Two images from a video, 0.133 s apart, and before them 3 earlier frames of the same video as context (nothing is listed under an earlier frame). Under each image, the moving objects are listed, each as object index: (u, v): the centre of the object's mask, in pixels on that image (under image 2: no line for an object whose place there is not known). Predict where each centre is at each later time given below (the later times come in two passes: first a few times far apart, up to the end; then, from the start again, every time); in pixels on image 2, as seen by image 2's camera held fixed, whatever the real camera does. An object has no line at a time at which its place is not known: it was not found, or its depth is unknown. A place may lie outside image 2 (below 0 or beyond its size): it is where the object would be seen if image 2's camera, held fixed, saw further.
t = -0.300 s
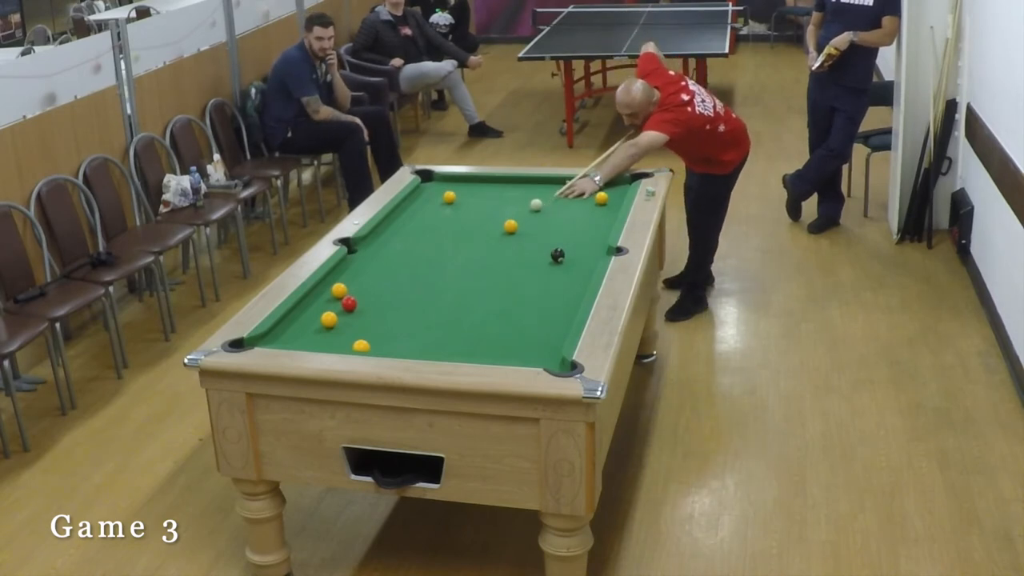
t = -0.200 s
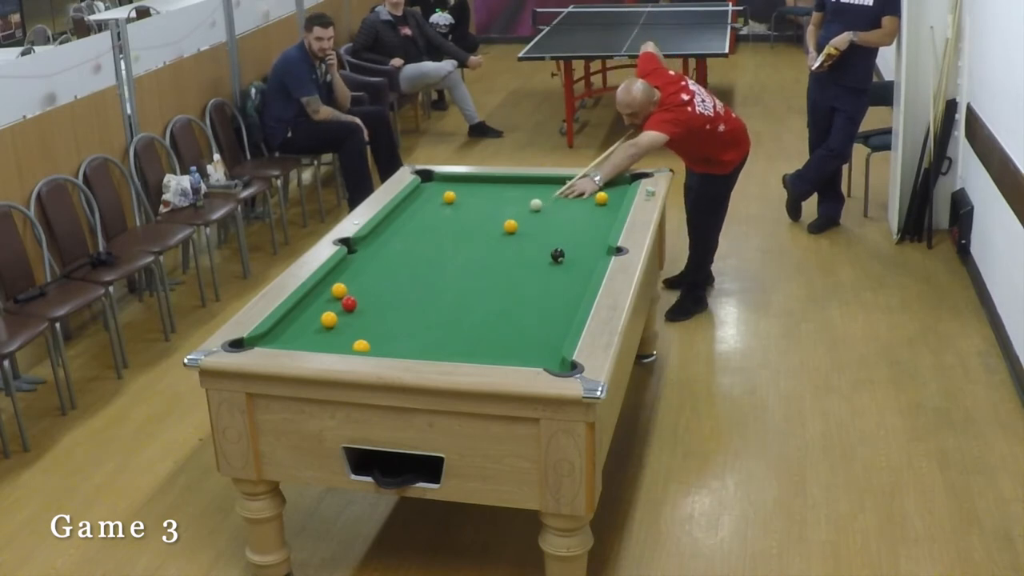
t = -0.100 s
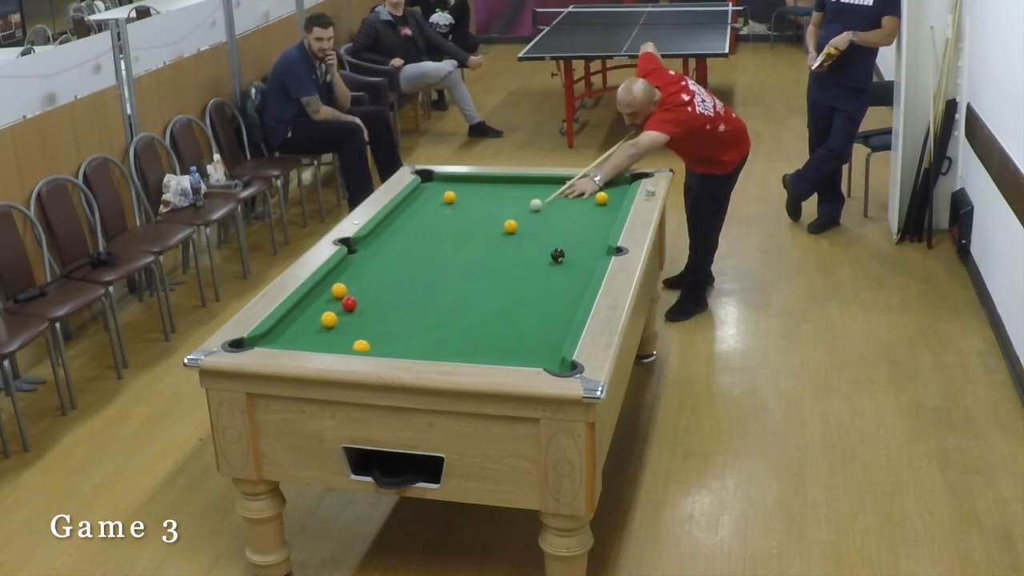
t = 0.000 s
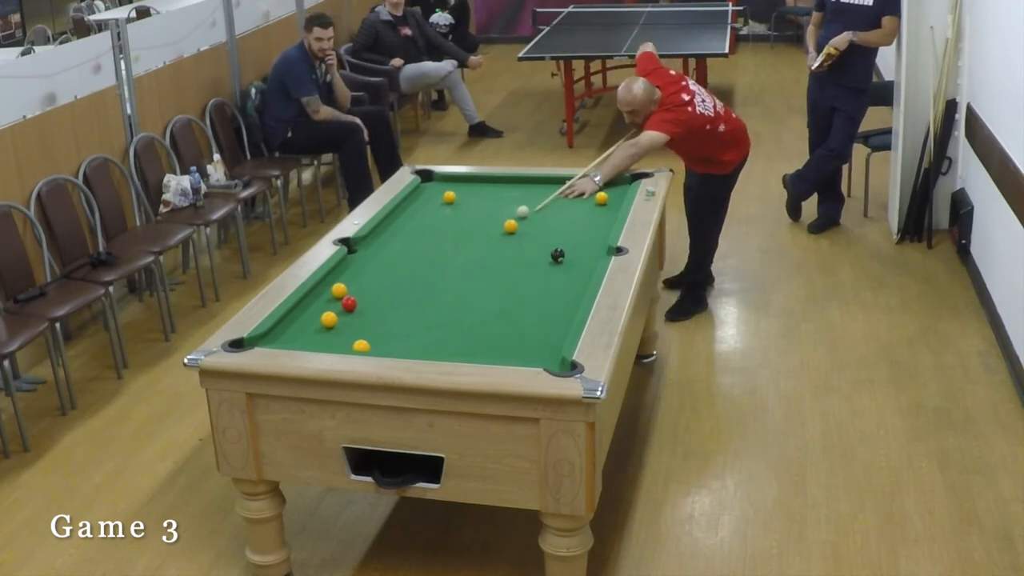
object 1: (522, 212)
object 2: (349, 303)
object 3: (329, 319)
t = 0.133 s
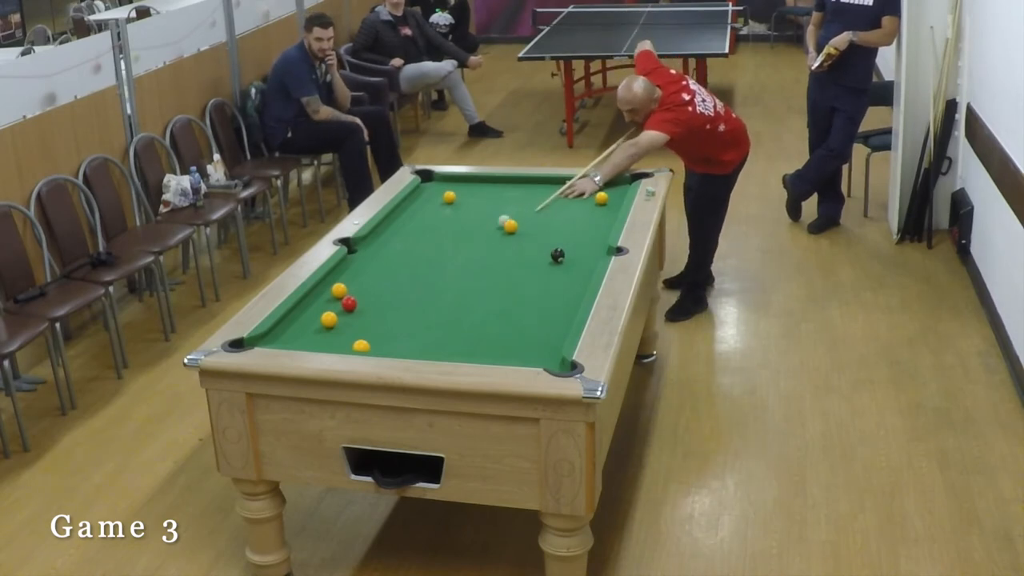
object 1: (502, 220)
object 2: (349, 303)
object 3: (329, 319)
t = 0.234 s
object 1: (493, 227)
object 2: (349, 303)
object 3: (329, 319)
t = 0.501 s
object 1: (463, 243)
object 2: (349, 303)
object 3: (329, 319)
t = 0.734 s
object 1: (437, 256)
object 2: (349, 303)
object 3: (329, 319)
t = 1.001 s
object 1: (405, 273)
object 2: (349, 303)
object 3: (329, 319)
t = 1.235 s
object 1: (377, 287)
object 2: (349, 303)
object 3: (329, 319)
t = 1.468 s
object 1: (354, 298)
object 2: (344, 307)
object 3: (329, 319)
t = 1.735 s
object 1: (340, 302)
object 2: (334, 314)
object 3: (325, 323)
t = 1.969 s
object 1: (329, 303)
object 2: (329, 316)
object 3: (318, 329)
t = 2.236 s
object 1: (319, 306)
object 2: (325, 318)
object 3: (311, 336)
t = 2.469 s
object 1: (312, 308)
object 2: (324, 318)
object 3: (304, 339)
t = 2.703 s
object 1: (307, 310)
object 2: (324, 319)
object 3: (301, 341)
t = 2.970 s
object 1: (302, 311)
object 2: (324, 318)
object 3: (303, 340)
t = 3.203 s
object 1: (299, 312)
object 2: (324, 318)
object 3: (305, 338)
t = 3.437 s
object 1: (298, 312)
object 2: (324, 318)
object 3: (307, 337)
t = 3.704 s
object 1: (298, 312)
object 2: (324, 318)
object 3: (308, 337)
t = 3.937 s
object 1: (298, 312)
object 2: (324, 318)
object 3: (308, 337)
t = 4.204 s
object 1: (298, 312)
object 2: (324, 318)
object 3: (308, 337)
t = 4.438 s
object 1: (298, 312)
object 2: (324, 318)
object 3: (308, 337)
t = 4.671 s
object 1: (298, 312)
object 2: (324, 318)
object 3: (308, 337)
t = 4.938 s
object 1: (298, 312)
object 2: (324, 318)
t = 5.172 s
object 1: (298, 312)
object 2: (324, 318)
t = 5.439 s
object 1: (298, 312)
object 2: (324, 318)
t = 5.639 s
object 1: (298, 312)
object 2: (324, 318)
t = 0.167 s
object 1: (499, 223)
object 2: (349, 303)
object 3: (329, 319)
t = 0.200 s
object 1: (496, 225)
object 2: (349, 303)
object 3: (329, 319)
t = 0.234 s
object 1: (493, 227)
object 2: (349, 303)
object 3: (329, 319)
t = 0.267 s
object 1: (489, 229)
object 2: (349, 303)
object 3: (329, 319)
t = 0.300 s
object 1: (486, 231)
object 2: (349, 303)
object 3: (329, 319)
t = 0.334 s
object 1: (482, 233)
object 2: (349, 303)
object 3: (329, 319)
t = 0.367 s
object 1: (479, 235)
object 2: (349, 303)
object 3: (329, 319)
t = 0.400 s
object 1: (475, 237)
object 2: (349, 303)
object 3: (329, 319)
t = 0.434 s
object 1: (471, 238)
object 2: (349, 303)
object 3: (329, 319)
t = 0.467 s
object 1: (467, 241)
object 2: (349, 303)
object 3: (329, 319)
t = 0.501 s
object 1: (463, 243)
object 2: (349, 303)
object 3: (329, 319)
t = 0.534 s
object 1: (460, 244)
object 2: (349, 303)
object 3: (329, 319)
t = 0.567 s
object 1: (456, 246)
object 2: (349, 303)
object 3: (329, 319)
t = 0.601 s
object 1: (452, 248)
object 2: (349, 303)
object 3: (329, 319)
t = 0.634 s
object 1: (448, 251)
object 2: (349, 303)
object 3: (329, 319)
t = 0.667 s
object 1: (445, 252)
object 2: (349, 303)
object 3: (329, 319)
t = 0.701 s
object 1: (441, 254)
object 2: (349, 303)
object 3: (329, 319)
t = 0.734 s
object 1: (437, 256)
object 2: (349, 303)
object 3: (329, 319)
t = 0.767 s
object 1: (433, 258)
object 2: (349, 303)
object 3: (329, 319)
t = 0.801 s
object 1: (429, 260)
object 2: (349, 303)
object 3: (329, 319)
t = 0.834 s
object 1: (425, 262)
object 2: (349, 303)
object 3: (329, 319)
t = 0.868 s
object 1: (421, 265)
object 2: (349, 303)
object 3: (329, 319)
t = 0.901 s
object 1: (417, 267)
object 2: (349, 303)
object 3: (329, 319)
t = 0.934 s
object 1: (414, 269)
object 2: (349, 303)
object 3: (329, 319)
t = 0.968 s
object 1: (409, 271)
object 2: (349, 303)
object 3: (329, 319)
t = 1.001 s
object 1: (405, 273)
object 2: (349, 303)
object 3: (329, 319)
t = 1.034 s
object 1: (401, 275)
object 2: (349, 303)
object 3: (329, 319)
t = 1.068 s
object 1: (397, 277)
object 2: (349, 303)
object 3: (329, 319)
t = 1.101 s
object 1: (393, 279)
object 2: (349, 303)
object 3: (329, 319)
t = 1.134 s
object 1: (389, 281)
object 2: (349, 303)
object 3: (329, 319)
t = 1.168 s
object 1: (385, 283)
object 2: (349, 303)
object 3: (329, 319)
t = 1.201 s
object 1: (381, 285)
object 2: (349, 303)
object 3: (329, 319)
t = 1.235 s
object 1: (377, 287)
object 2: (349, 303)
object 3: (329, 319)
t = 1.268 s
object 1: (373, 290)
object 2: (349, 303)
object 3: (329, 319)
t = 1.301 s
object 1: (369, 292)
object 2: (349, 303)
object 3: (329, 319)
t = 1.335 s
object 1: (365, 294)
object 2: (349, 303)
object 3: (329, 319)
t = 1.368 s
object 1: (361, 295)
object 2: (349, 303)
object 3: (329, 319)
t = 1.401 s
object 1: (358, 297)
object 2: (349, 304)
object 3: (329, 319)
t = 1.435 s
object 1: (355, 297)
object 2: (346, 305)
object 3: (329, 319)
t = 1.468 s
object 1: (354, 298)
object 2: (344, 307)
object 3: (329, 319)
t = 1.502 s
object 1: (351, 299)
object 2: (342, 309)
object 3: (329, 319)
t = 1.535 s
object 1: (350, 299)
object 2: (340, 310)
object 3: (329, 319)
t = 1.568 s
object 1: (348, 300)
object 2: (339, 311)
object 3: (329, 319)
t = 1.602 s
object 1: (346, 300)
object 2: (338, 311)
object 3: (329, 319)
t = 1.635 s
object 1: (345, 301)
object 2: (336, 312)
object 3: (328, 320)
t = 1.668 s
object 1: (343, 301)
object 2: (336, 313)
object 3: (327, 321)
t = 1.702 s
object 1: (341, 301)
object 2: (335, 313)
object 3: (326, 322)
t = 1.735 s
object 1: (340, 302)
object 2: (334, 314)
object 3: (325, 323)
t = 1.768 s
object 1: (338, 302)
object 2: (333, 314)
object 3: (324, 324)
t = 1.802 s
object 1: (337, 302)
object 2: (332, 314)
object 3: (323, 325)
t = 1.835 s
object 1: (335, 302)
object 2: (331, 315)
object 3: (322, 326)
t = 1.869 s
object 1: (333, 302)
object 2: (330, 315)
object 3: (321, 327)
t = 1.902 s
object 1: (332, 303)
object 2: (330, 316)
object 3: (320, 327)
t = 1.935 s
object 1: (331, 303)
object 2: (329, 316)
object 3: (319, 328)
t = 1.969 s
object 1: (329, 303)
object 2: (329, 316)
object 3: (318, 329)
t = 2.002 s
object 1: (328, 303)
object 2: (328, 317)
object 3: (317, 330)
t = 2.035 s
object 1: (327, 303)
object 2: (327, 317)
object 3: (316, 331)
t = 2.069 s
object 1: (325, 304)
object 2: (327, 317)
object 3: (315, 332)
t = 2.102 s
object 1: (324, 304)
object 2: (327, 317)
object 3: (314, 332)
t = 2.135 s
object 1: (323, 304)
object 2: (326, 317)
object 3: (313, 333)
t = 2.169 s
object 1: (322, 305)
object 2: (326, 318)
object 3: (312, 334)
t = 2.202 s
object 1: (320, 305)
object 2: (326, 318)
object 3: (311, 335)
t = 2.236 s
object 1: (319, 306)
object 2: (325, 318)
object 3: (311, 336)
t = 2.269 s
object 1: (318, 306)
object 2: (325, 318)
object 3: (310, 336)
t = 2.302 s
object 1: (317, 306)
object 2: (325, 318)
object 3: (309, 337)
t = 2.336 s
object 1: (316, 307)
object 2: (325, 318)
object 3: (308, 337)
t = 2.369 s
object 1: (315, 307)
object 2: (324, 318)
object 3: (307, 338)
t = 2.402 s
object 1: (314, 307)
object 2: (324, 318)
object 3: (306, 338)
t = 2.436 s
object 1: (313, 308)
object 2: (324, 318)
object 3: (305, 339)
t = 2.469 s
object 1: (312, 308)
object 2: (324, 318)
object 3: (304, 339)
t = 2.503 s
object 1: (311, 308)
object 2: (324, 318)
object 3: (304, 340)
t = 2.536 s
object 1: (311, 308)
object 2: (324, 318)
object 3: (303, 340)
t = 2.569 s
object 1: (310, 309)
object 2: (324, 318)
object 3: (303, 341)
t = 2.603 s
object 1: (309, 309)
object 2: (324, 318)
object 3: (302, 341)
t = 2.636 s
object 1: (308, 310)
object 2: (323, 318)
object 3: (301, 341)
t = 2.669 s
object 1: (308, 310)
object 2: (323, 318)
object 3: (301, 341)
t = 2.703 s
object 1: (307, 310)
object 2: (324, 319)
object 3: (301, 341)
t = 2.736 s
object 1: (306, 310)
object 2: (324, 318)
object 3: (301, 341)
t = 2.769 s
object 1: (306, 310)
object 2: (324, 318)
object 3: (301, 341)
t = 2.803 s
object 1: (305, 310)
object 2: (324, 318)
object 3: (302, 341)
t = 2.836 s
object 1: (304, 311)
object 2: (324, 318)
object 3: (302, 341)
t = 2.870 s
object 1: (304, 311)
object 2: (324, 318)
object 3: (302, 340)
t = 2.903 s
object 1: (303, 311)
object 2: (324, 318)
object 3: (302, 340)
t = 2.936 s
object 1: (303, 311)
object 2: (324, 318)
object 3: (303, 340)
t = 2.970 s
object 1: (302, 311)
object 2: (324, 318)
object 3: (303, 340)
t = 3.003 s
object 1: (302, 311)
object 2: (324, 318)
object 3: (303, 340)
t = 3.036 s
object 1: (301, 311)
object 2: (324, 318)
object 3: (303, 339)
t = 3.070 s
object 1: (301, 311)
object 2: (324, 318)
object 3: (304, 339)
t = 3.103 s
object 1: (300, 311)
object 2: (324, 318)
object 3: (304, 339)
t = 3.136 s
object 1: (300, 312)
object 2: (324, 318)
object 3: (304, 339)
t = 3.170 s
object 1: (300, 312)
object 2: (324, 318)
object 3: (305, 339)
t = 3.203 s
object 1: (299, 312)
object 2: (324, 318)
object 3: (305, 338)
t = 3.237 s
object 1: (299, 312)
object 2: (324, 318)
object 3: (305, 338)
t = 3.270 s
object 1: (299, 312)
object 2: (324, 318)
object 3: (306, 338)
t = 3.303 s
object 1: (298, 312)
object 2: (324, 318)
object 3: (306, 338)
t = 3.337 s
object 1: (298, 312)
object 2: (324, 318)
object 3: (306, 338)
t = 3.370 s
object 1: (298, 312)
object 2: (324, 318)
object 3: (306, 337)
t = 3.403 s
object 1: (298, 312)
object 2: (324, 318)
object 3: (307, 337)
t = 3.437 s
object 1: (298, 312)
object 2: (324, 318)
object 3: (307, 337)
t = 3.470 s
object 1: (298, 312)
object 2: (324, 318)
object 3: (307, 337)
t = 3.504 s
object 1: (298, 312)
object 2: (324, 318)
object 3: (308, 337)
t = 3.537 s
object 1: (298, 312)
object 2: (324, 318)
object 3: (308, 337)
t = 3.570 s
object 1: (298, 312)
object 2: (324, 318)
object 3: (308, 337)
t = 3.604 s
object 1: (298, 312)
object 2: (324, 318)
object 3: (308, 337)
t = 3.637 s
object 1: (298, 312)
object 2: (324, 318)
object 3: (308, 337)
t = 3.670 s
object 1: (298, 312)
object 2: (324, 318)
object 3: (308, 337)
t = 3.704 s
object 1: (298, 312)
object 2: (324, 318)
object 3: (308, 337)
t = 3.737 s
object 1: (298, 312)
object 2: (324, 318)
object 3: (308, 337)
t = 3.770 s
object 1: (298, 312)
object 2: (324, 318)
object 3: (308, 337)
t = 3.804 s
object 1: (298, 312)
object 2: (324, 318)
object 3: (308, 337)
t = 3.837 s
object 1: (298, 312)
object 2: (324, 318)
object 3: (308, 337)
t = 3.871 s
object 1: (298, 312)
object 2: (324, 318)
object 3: (308, 337)
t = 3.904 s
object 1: (298, 312)
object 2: (324, 318)
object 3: (308, 337)
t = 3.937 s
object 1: (298, 312)
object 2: (324, 318)
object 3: (308, 337)
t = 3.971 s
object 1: (298, 312)
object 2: (324, 318)
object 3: (308, 337)
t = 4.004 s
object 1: (298, 312)
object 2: (324, 318)
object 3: (308, 337)
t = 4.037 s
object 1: (298, 312)
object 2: (324, 318)
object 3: (308, 337)
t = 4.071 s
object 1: (298, 312)
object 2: (324, 318)
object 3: (308, 337)
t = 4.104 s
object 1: (298, 312)
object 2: (324, 318)
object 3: (308, 337)
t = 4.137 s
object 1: (298, 312)
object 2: (324, 318)
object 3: (308, 337)
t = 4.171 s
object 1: (298, 312)
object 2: (324, 318)
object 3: (308, 337)
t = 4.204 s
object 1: (298, 312)
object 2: (324, 318)
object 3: (308, 337)
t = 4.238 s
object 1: (298, 312)
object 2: (324, 318)
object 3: (308, 337)
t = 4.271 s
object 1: (298, 312)
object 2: (324, 318)
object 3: (308, 337)
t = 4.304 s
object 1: (298, 312)
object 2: (324, 318)
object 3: (308, 337)
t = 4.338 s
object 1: (298, 312)
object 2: (324, 318)
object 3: (308, 337)
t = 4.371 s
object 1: (298, 312)
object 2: (324, 318)
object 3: (308, 337)
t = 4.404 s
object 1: (298, 312)
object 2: (324, 318)
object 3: (308, 337)
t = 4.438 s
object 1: (298, 312)
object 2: (324, 318)
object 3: (308, 337)
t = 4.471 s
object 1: (298, 312)
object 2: (324, 318)
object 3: (308, 337)
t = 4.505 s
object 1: (298, 312)
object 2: (324, 318)
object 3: (308, 337)
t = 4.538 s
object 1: (298, 312)
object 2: (324, 318)
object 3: (308, 337)
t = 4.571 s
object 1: (298, 312)
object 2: (324, 318)
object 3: (308, 337)
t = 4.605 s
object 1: (298, 312)
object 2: (324, 318)
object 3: (308, 337)
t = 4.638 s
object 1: (298, 312)
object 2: (324, 318)
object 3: (308, 337)
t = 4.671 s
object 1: (298, 312)
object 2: (324, 318)
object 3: (308, 337)
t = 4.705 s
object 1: (298, 312)
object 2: (324, 318)
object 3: (308, 337)
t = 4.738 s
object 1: (298, 312)
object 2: (324, 318)
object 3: (308, 337)
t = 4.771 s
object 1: (298, 312)
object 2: (324, 318)
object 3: (308, 337)
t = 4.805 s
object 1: (298, 312)
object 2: (324, 318)
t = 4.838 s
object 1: (298, 312)
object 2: (324, 318)
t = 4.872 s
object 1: (298, 312)
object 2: (324, 318)
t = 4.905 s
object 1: (298, 312)
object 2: (324, 318)
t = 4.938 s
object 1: (298, 312)
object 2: (324, 318)
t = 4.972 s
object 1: (298, 312)
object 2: (324, 318)
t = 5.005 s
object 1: (298, 312)
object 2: (324, 318)
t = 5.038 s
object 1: (298, 312)
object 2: (324, 318)
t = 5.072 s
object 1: (298, 312)
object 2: (324, 318)
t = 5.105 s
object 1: (298, 312)
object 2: (324, 318)
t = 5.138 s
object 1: (298, 312)
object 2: (324, 318)
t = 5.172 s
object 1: (298, 312)
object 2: (324, 318)
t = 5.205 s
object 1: (298, 312)
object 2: (324, 318)
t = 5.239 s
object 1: (298, 312)
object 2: (324, 318)
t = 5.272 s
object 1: (298, 312)
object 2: (324, 318)
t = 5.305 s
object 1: (298, 312)
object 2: (324, 318)
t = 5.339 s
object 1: (298, 312)
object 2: (324, 318)
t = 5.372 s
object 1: (298, 312)
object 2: (324, 318)
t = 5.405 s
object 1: (298, 312)
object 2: (324, 318)
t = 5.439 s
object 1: (298, 312)
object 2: (324, 318)
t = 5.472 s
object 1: (298, 312)
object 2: (324, 318)
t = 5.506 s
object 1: (298, 312)
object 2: (324, 318)
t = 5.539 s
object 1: (298, 312)
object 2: (324, 318)
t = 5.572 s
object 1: (298, 312)
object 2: (324, 318)
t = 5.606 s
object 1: (298, 312)
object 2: (324, 318)
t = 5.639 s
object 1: (298, 312)
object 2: (324, 318)
